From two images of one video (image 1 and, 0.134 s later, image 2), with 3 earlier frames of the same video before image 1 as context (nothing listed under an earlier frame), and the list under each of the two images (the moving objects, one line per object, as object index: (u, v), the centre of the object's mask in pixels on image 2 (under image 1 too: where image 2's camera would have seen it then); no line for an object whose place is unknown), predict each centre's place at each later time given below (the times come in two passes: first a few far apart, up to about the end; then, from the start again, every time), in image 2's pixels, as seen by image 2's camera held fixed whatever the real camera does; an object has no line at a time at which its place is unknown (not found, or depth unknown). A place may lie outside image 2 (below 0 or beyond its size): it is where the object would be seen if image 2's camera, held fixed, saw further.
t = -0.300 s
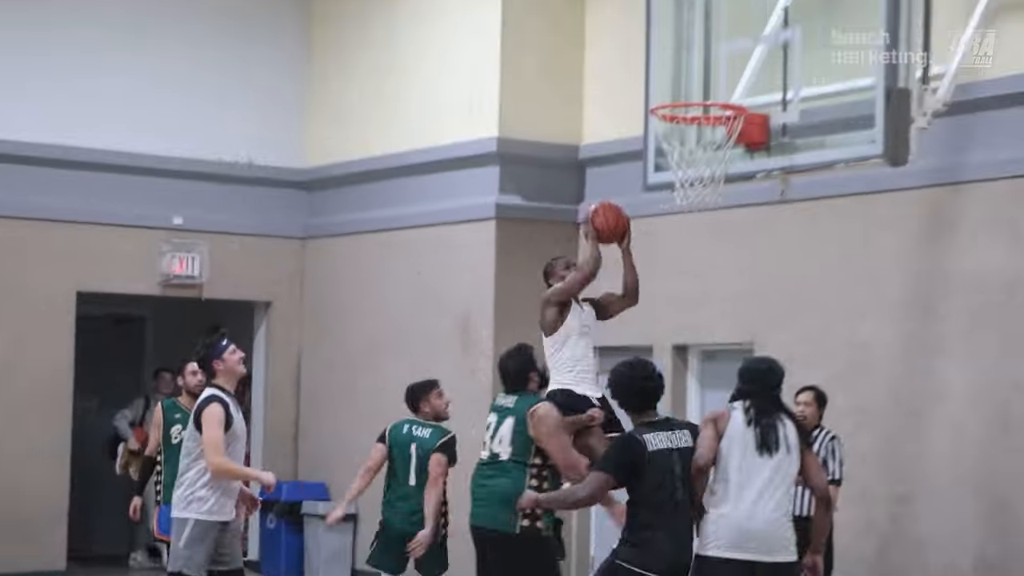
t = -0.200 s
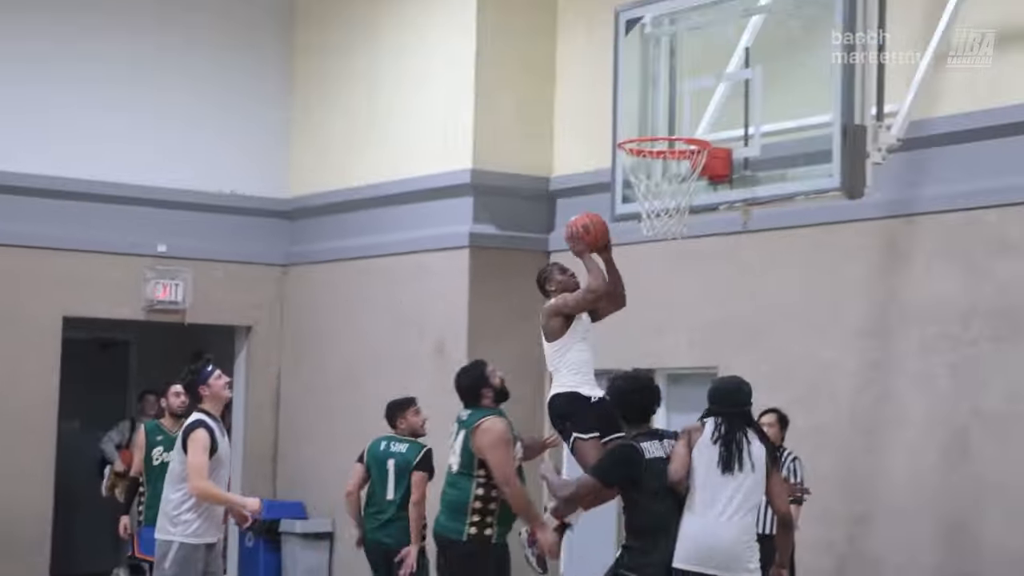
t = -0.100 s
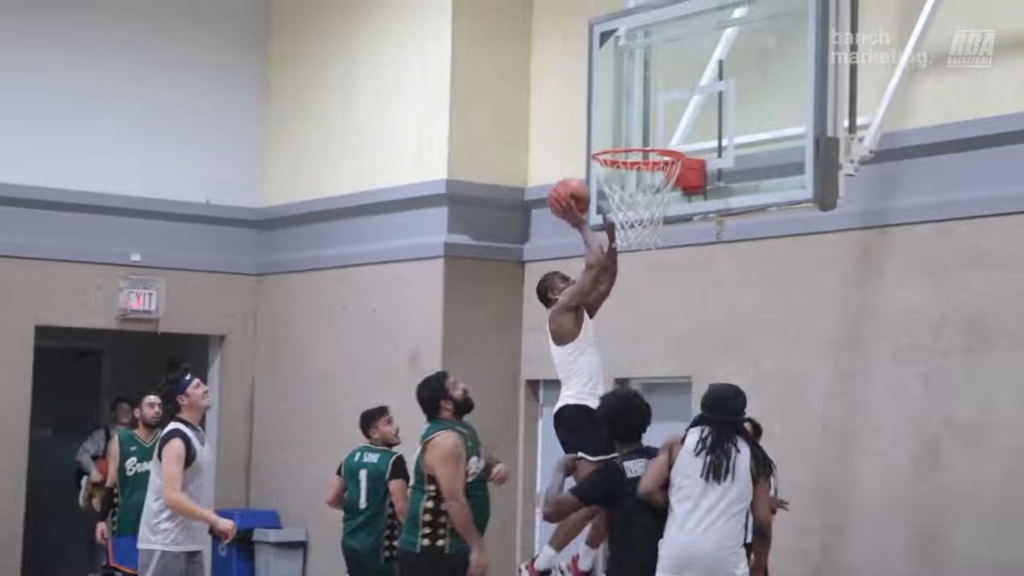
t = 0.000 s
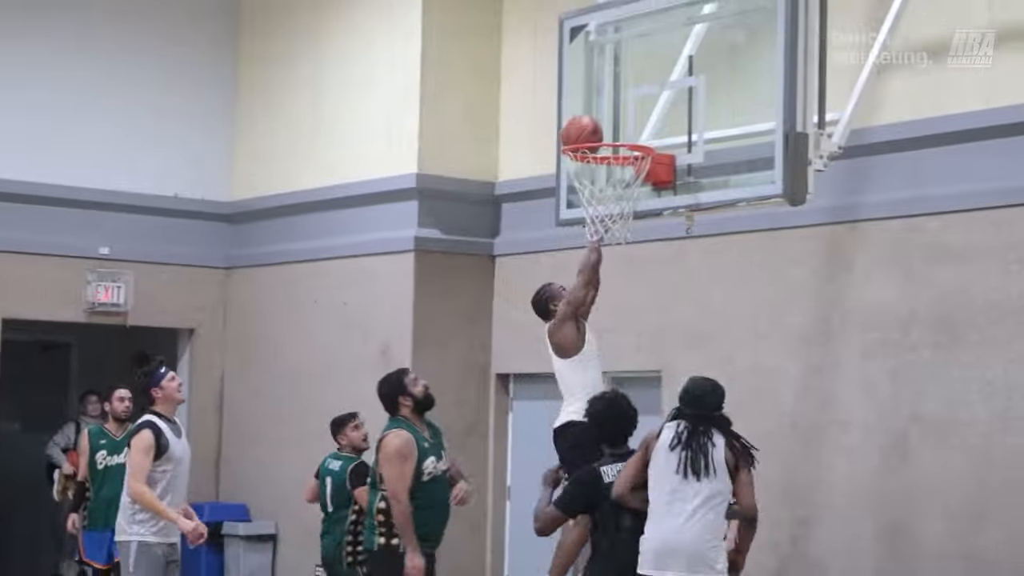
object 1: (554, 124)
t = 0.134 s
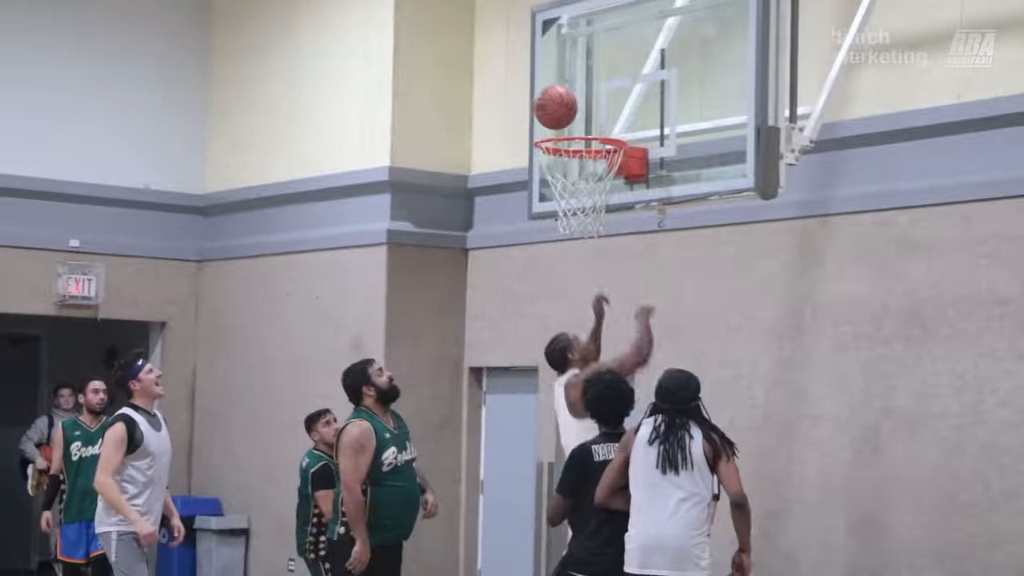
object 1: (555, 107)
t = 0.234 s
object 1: (547, 115)
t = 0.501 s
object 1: (556, 119)
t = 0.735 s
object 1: (585, 146)
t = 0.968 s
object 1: (603, 235)
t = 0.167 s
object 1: (552, 108)
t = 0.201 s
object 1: (550, 110)
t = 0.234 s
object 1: (547, 115)
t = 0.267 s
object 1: (543, 120)
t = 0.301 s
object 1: (544, 119)
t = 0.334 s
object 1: (545, 118)
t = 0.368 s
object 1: (547, 116)
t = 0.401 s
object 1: (549, 118)
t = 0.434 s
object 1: (550, 119)
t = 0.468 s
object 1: (553, 120)
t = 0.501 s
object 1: (556, 119)
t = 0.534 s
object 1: (560, 123)
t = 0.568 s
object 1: (564, 121)
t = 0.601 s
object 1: (569, 122)
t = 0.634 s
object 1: (573, 130)
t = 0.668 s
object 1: (577, 133)
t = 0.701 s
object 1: (583, 139)
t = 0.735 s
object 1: (585, 146)
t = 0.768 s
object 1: (590, 159)
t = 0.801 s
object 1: (594, 166)
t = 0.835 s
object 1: (597, 178)
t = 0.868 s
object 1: (600, 191)
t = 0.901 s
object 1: (603, 204)
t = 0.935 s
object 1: (603, 220)
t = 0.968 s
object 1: (603, 235)
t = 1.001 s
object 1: (604, 254)
